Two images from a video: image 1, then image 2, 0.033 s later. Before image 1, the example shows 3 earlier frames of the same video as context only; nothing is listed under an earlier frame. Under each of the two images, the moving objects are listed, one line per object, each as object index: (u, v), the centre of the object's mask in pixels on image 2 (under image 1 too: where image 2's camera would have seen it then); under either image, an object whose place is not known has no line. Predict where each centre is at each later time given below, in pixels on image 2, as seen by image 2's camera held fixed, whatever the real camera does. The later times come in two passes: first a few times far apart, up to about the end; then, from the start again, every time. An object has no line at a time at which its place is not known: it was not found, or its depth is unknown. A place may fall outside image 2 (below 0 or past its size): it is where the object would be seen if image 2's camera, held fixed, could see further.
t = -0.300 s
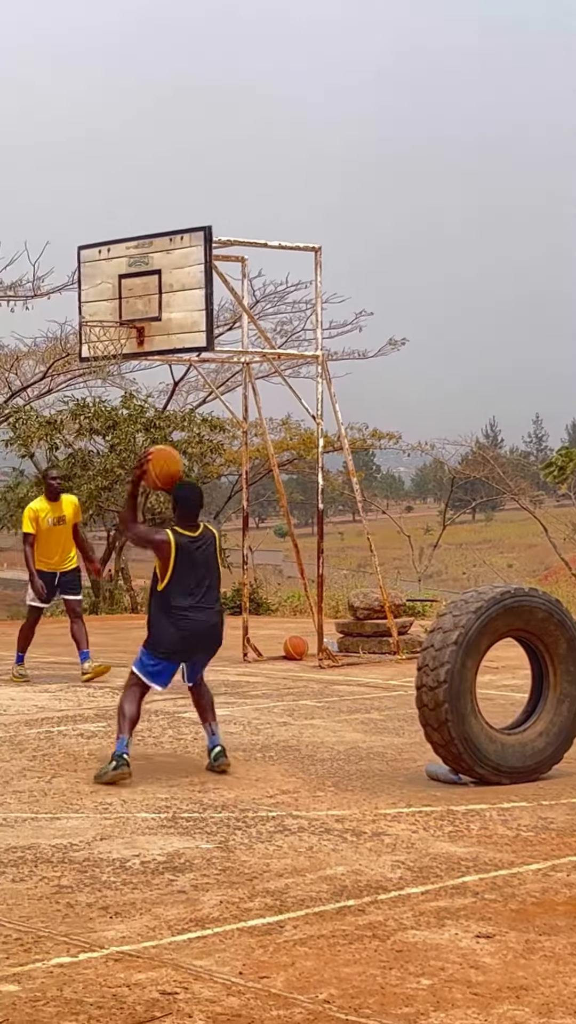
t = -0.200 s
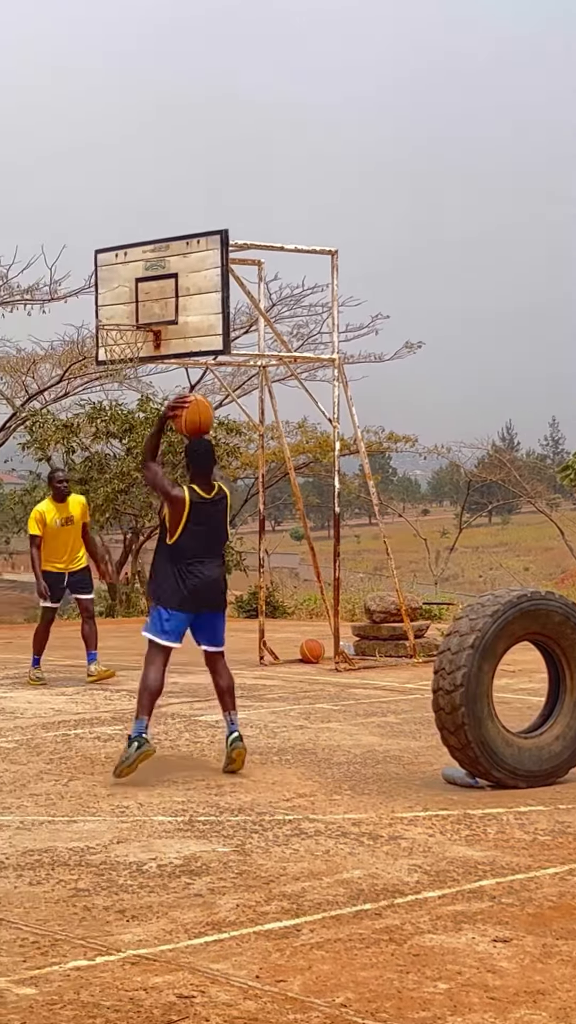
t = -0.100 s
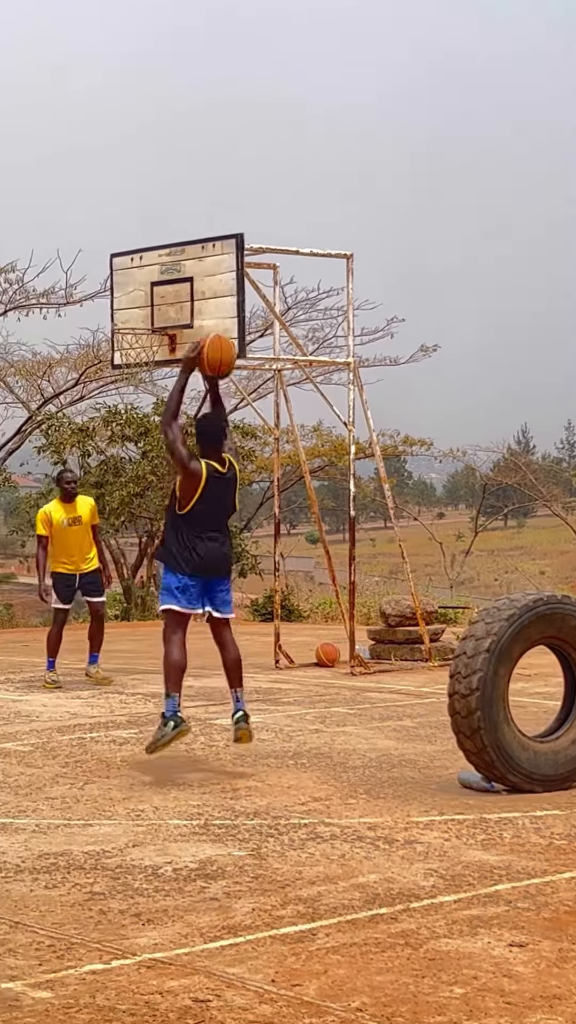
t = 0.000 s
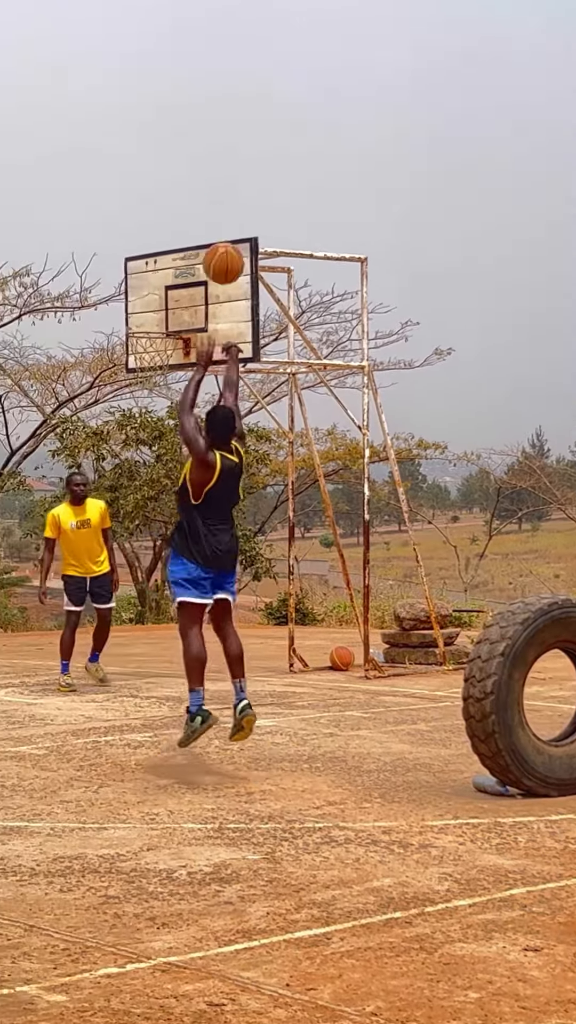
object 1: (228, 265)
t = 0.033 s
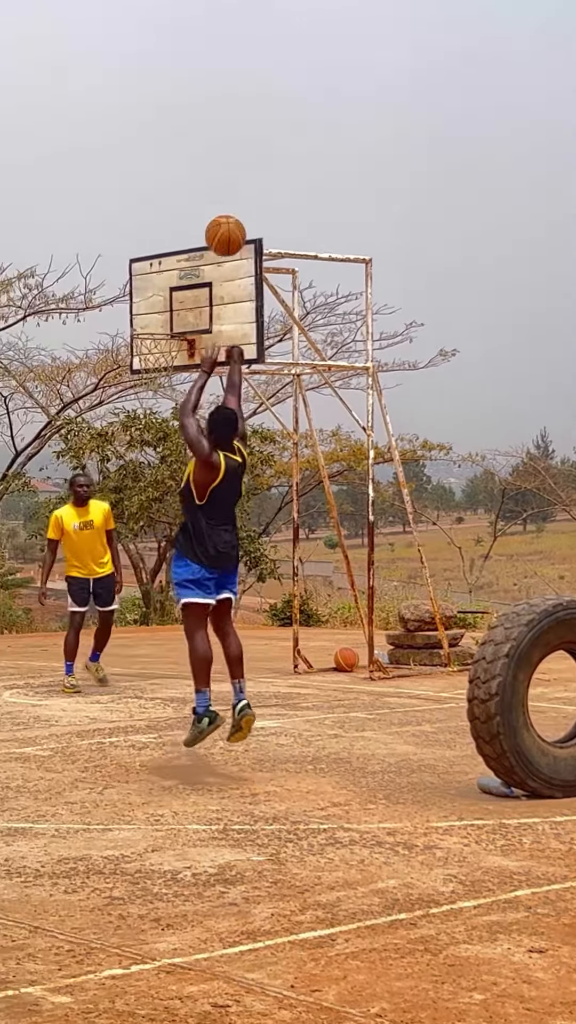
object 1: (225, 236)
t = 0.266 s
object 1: (209, 100)
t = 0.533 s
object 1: (193, 66)
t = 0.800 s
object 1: (178, 129)
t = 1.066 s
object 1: (164, 265)
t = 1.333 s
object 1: (152, 399)
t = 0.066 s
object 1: (223, 209)
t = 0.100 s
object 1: (221, 185)
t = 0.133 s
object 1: (218, 163)
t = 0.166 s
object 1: (216, 144)
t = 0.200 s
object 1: (213, 127)
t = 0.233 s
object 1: (211, 113)
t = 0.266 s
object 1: (209, 100)
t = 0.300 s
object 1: (207, 90)
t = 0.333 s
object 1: (205, 81)
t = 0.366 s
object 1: (204, 74)
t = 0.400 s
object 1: (201, 69)
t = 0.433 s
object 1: (199, 66)
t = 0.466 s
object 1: (197, 65)
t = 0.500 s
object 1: (195, 64)
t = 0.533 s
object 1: (193, 66)
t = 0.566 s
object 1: (192, 69)
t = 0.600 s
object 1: (190, 73)
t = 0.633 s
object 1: (188, 79)
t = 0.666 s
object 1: (186, 87)
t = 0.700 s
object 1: (184, 95)
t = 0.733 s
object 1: (182, 105)
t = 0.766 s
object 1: (180, 116)
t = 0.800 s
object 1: (178, 129)
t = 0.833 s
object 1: (176, 142)
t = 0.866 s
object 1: (174, 157)
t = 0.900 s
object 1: (172, 173)
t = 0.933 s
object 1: (171, 190)
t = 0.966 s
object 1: (169, 207)
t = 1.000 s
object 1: (167, 226)
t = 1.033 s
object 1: (165, 245)
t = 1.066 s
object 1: (164, 265)
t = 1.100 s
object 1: (161, 287)
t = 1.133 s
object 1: (160, 309)
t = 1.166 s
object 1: (158, 332)
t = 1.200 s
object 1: (156, 356)
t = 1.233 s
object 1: (156, 369)
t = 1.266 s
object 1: (154, 378)
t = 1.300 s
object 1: (153, 388)
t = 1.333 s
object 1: (152, 399)
